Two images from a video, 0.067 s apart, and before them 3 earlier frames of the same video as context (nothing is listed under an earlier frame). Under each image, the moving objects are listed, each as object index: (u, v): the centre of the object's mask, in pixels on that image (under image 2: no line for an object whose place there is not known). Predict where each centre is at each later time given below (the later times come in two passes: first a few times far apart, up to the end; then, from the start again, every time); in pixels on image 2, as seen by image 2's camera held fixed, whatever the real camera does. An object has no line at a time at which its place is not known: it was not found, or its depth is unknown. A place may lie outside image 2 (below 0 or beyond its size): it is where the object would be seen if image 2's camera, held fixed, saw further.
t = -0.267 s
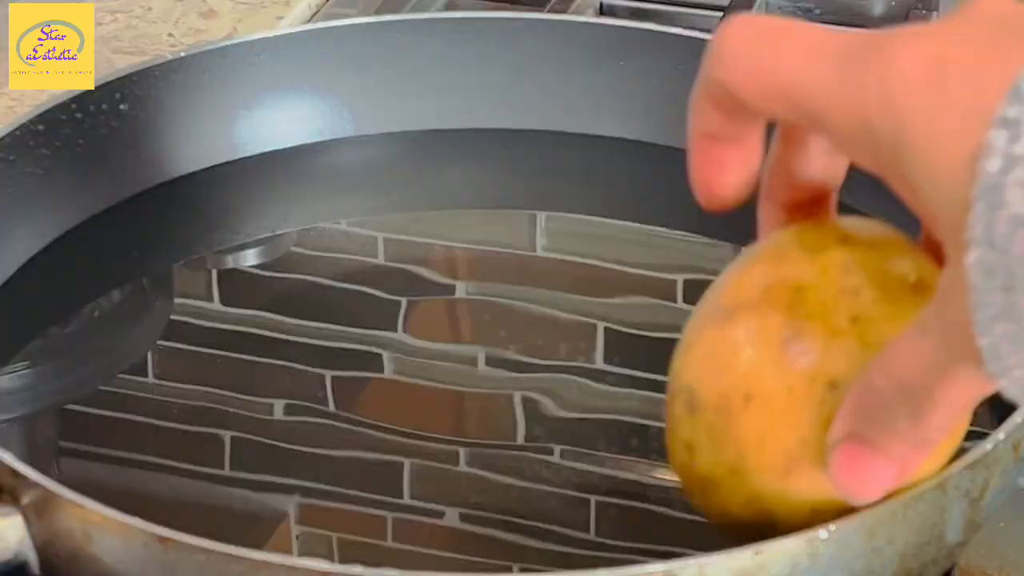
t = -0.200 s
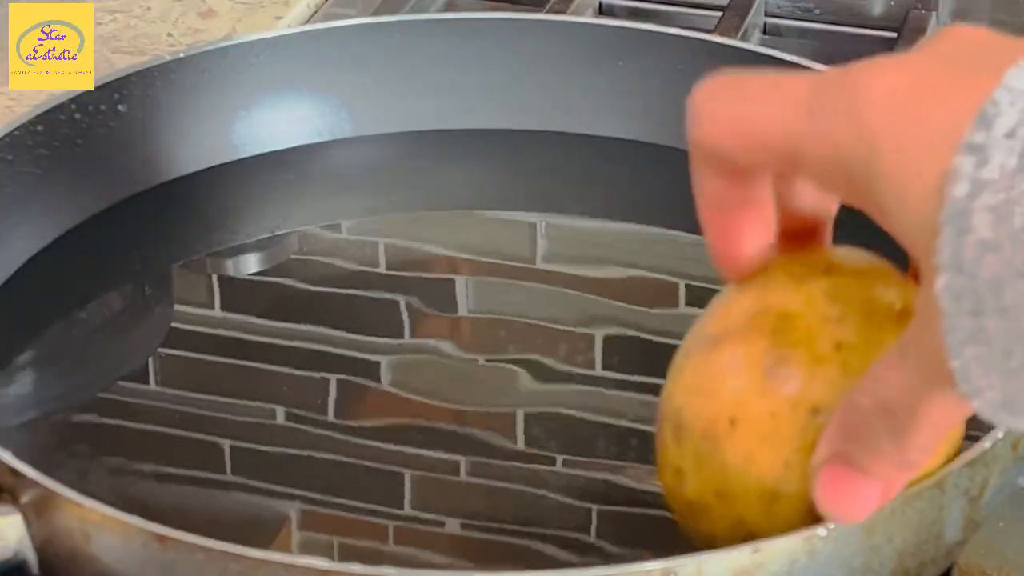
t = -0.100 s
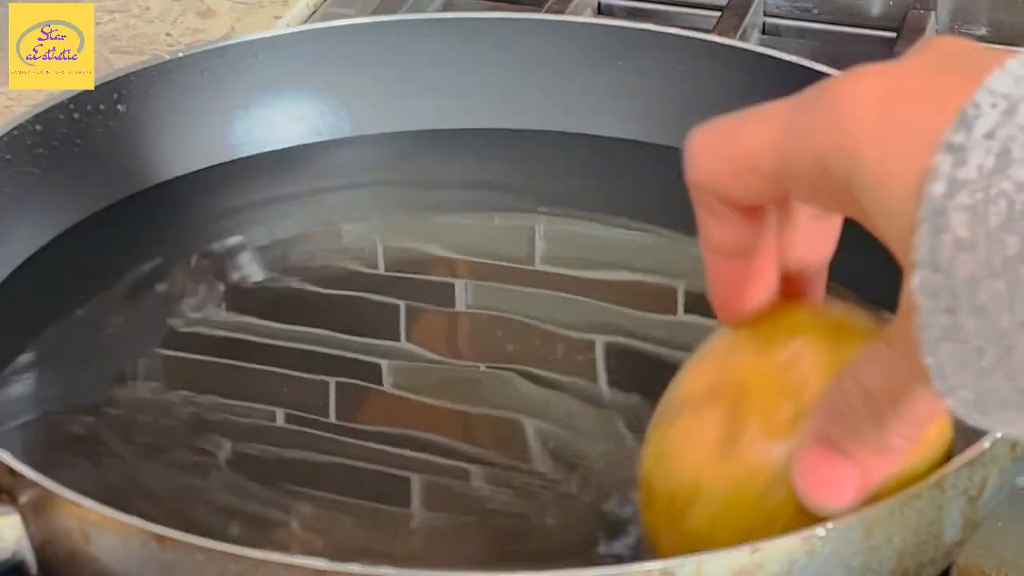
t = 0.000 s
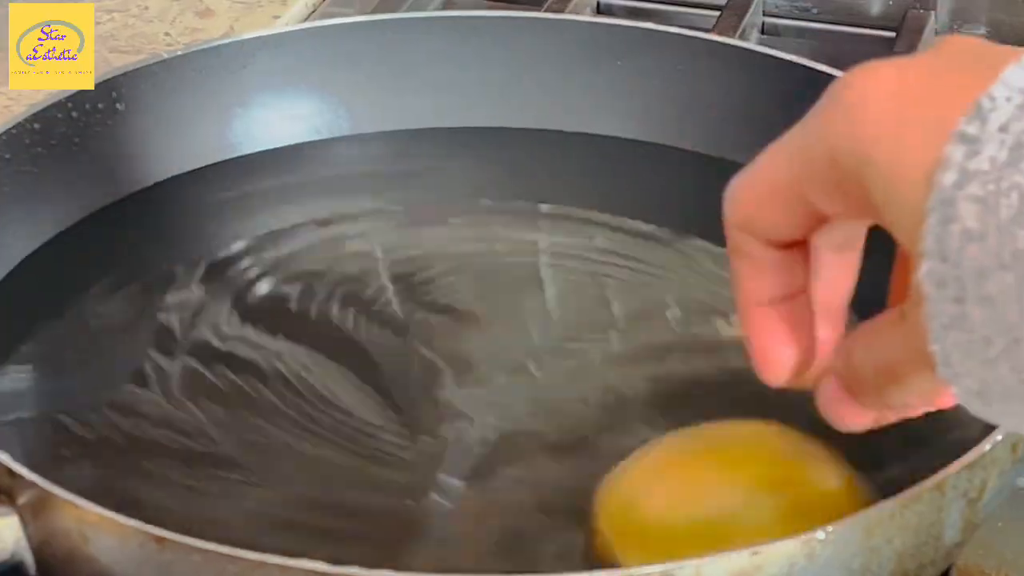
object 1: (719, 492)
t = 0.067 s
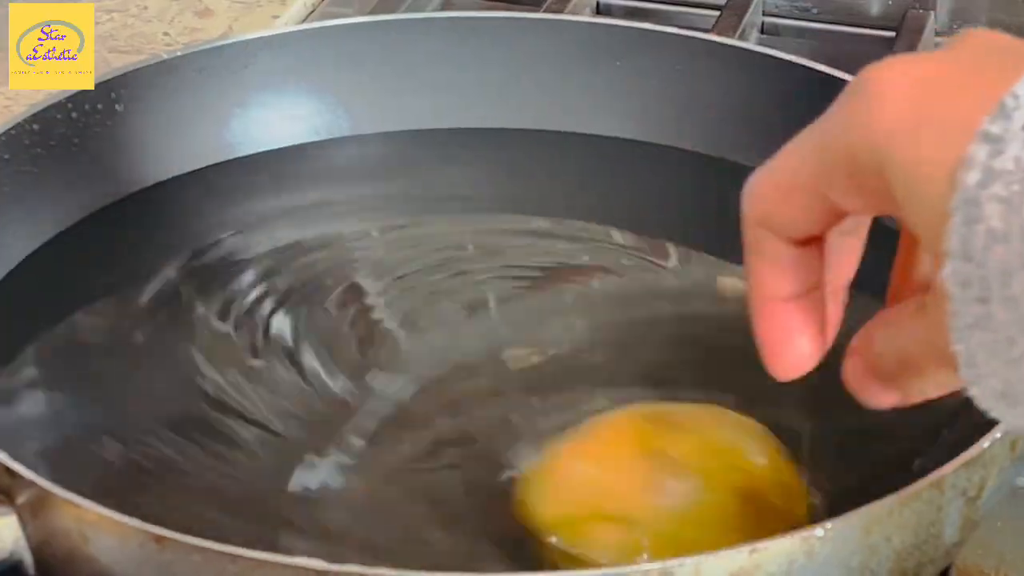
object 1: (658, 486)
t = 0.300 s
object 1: (554, 473)
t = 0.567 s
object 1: (522, 432)
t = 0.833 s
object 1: (549, 389)
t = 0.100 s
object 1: (639, 485)
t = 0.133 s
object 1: (618, 484)
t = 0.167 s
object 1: (601, 484)
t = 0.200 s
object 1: (585, 481)
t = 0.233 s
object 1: (575, 478)
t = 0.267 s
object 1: (565, 475)
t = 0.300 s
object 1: (554, 473)
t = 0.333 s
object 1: (545, 469)
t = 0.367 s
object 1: (537, 465)
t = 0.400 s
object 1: (533, 459)
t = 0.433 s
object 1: (528, 455)
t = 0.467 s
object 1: (525, 448)
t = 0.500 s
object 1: (523, 442)
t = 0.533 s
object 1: (522, 438)
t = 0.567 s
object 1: (522, 432)
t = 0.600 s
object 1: (524, 426)
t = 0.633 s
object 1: (526, 420)
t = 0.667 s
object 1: (530, 414)
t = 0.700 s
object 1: (534, 410)
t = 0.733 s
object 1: (537, 405)
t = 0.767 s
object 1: (540, 400)
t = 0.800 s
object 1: (544, 396)
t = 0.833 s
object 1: (549, 389)
